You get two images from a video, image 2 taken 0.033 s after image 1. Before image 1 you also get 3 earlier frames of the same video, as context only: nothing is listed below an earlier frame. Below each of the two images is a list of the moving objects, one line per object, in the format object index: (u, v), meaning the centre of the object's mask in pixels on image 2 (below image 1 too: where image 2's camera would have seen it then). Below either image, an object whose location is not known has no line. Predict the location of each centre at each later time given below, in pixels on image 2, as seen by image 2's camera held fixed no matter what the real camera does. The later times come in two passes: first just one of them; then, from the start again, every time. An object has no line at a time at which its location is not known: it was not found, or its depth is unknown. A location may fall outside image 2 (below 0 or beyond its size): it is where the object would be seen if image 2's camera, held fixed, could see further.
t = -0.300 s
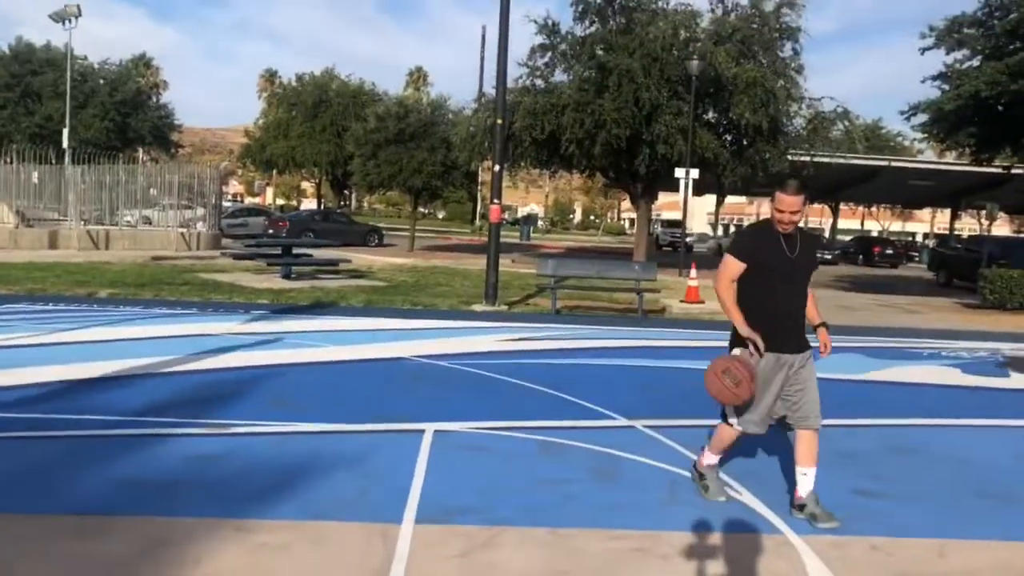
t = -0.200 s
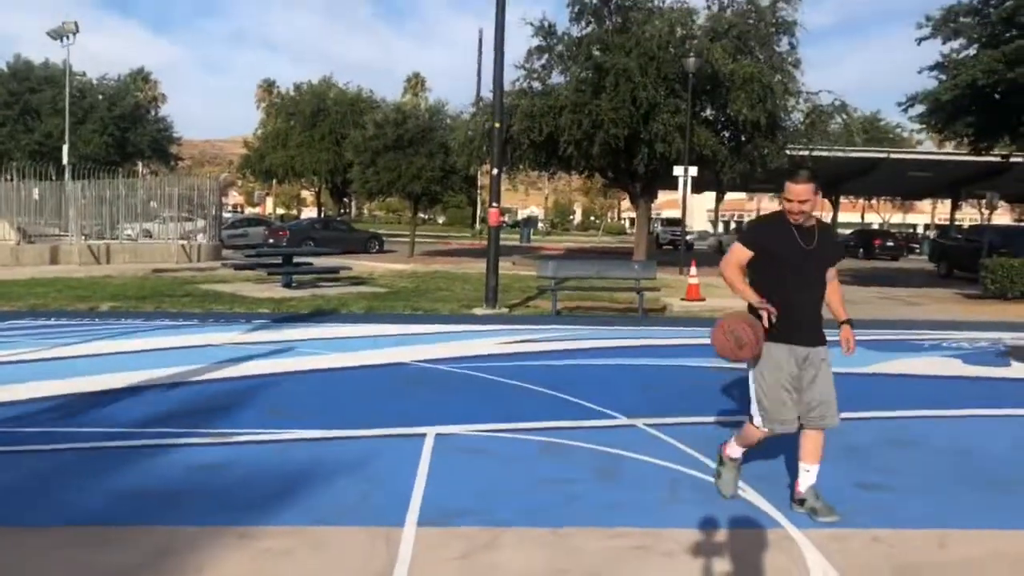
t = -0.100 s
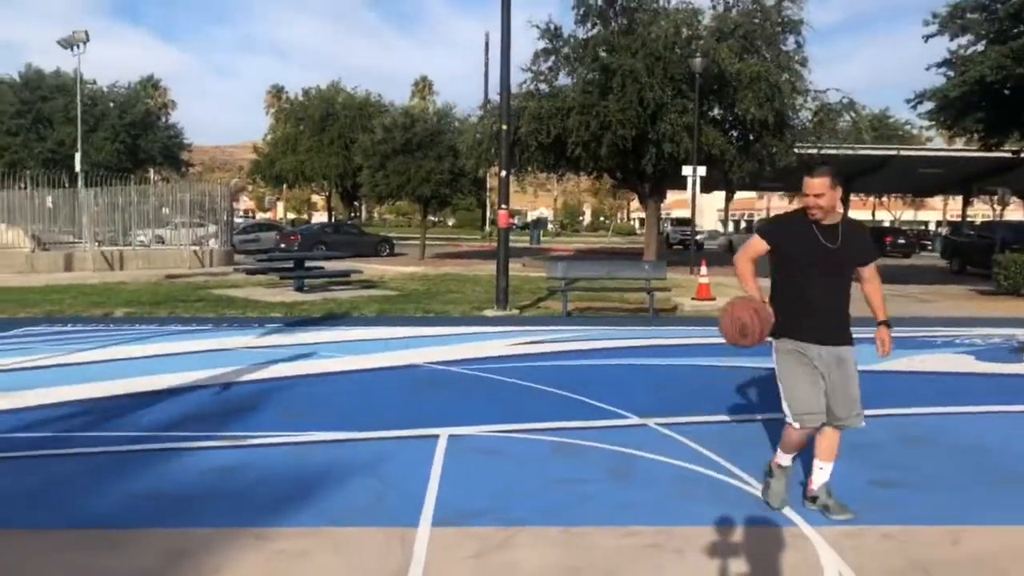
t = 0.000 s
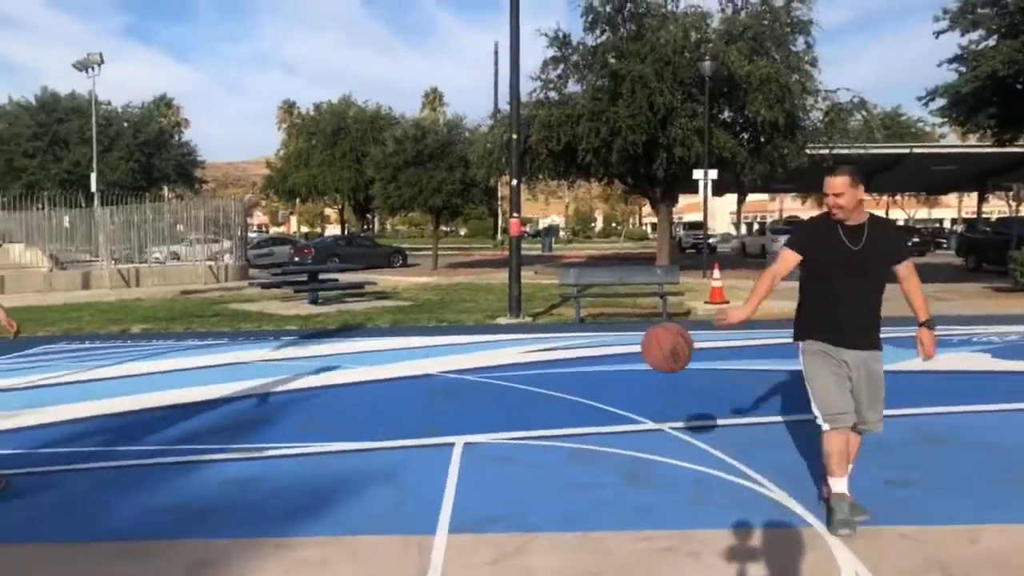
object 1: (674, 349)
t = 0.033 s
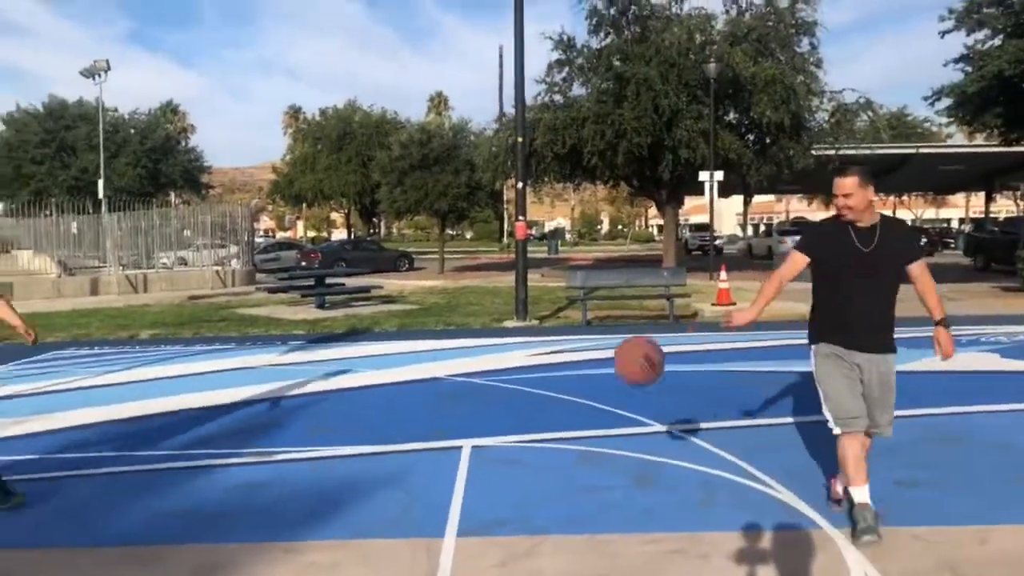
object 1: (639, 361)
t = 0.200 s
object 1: (473, 445)
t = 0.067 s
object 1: (604, 373)
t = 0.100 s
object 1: (571, 390)
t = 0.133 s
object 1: (539, 406)
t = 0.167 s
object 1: (505, 425)
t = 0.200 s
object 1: (473, 445)
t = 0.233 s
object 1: (442, 466)
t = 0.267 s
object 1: (411, 490)
